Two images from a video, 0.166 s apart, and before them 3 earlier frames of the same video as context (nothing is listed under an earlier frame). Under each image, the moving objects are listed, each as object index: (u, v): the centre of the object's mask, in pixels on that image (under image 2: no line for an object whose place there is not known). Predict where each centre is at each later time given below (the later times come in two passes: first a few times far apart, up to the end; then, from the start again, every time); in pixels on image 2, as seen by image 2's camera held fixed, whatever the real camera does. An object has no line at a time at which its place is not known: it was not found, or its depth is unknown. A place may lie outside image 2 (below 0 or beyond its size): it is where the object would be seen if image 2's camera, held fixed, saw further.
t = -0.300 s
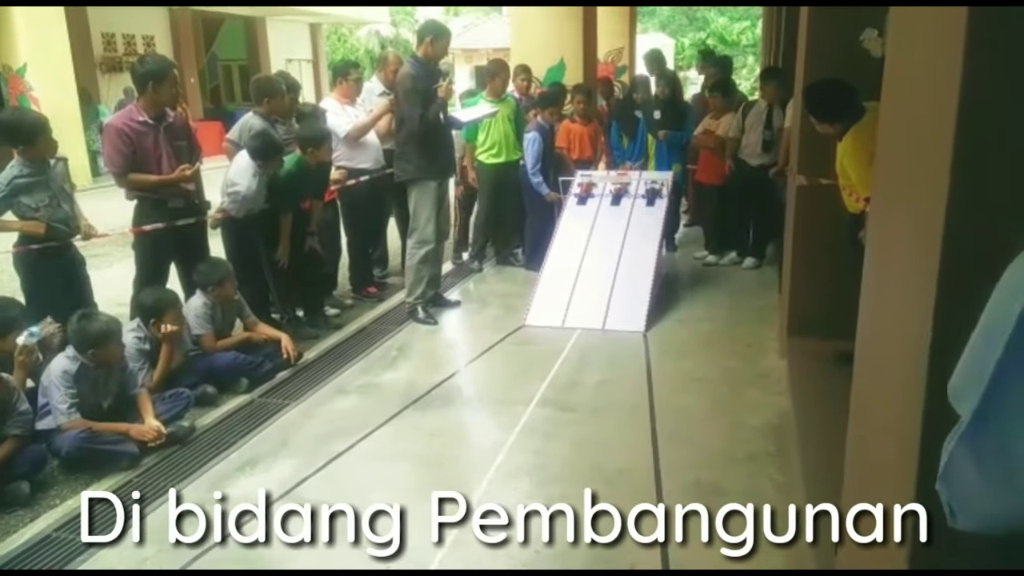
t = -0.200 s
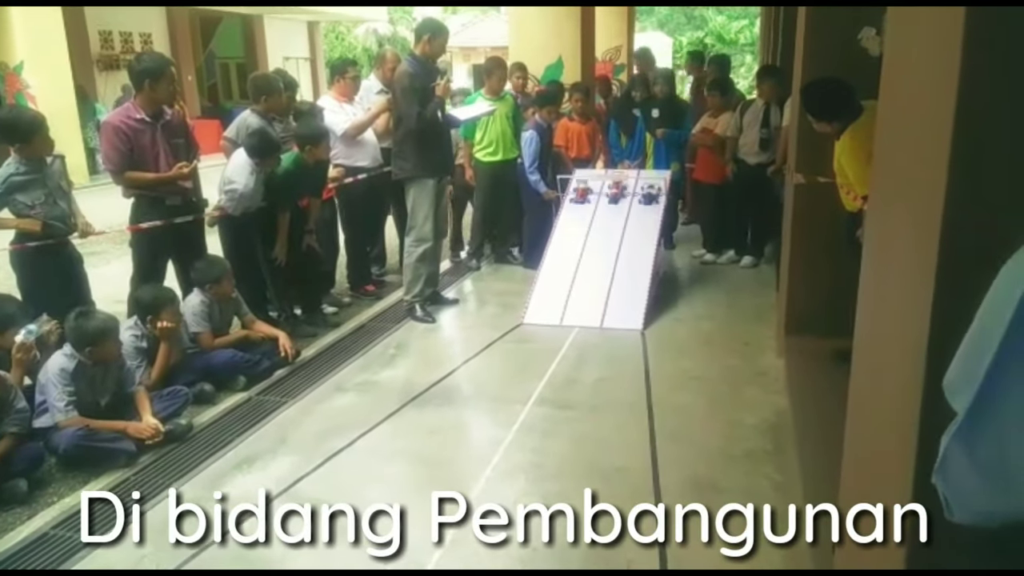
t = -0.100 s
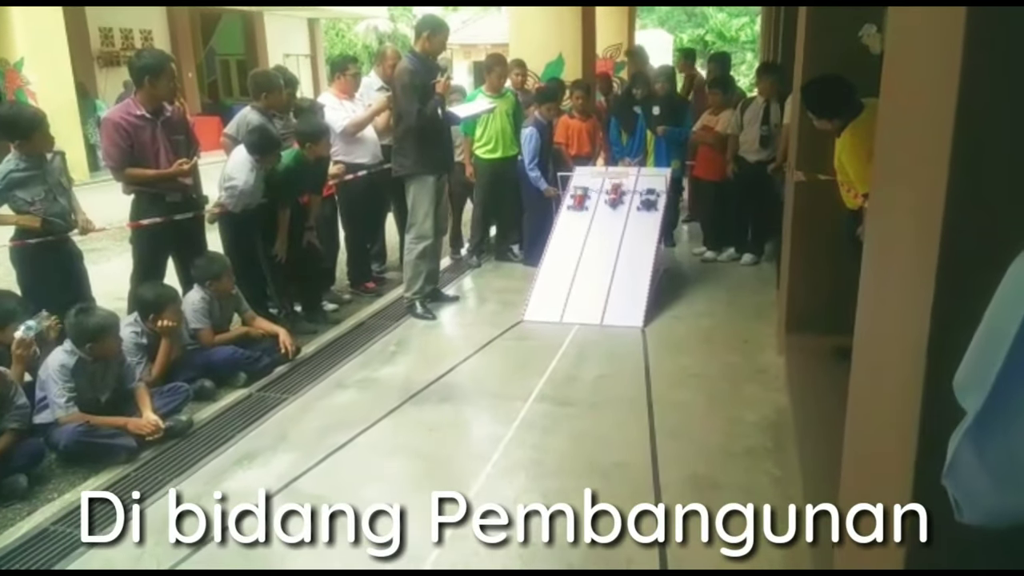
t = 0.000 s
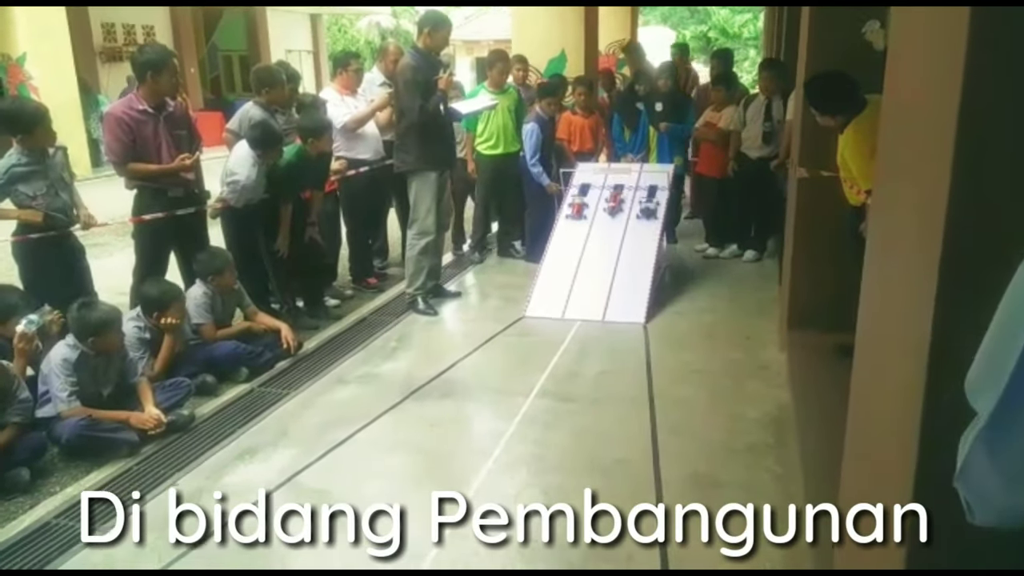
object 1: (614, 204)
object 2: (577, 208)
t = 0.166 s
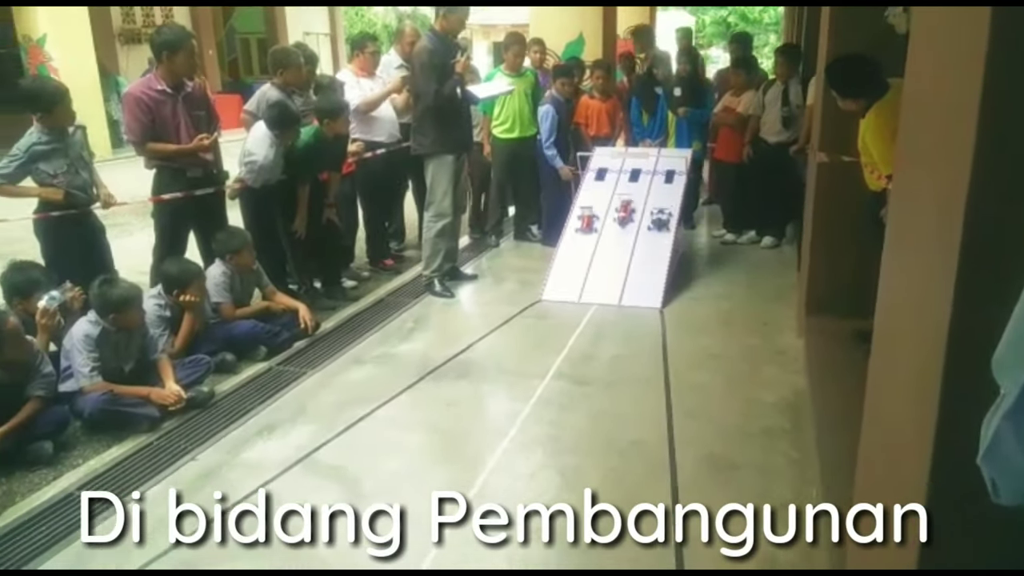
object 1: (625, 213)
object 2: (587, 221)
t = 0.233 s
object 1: (622, 226)
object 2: (585, 236)
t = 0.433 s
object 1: (608, 277)
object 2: (567, 292)
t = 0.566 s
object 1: (597, 312)
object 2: (552, 315)
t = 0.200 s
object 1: (623, 219)
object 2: (586, 229)
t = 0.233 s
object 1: (622, 226)
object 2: (585, 236)
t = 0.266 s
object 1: (620, 234)
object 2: (582, 244)
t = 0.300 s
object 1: (618, 242)
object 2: (580, 253)
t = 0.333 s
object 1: (616, 250)
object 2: (577, 262)
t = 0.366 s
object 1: (613, 259)
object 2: (574, 272)
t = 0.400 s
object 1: (611, 267)
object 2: (570, 282)
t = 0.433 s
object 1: (608, 277)
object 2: (567, 292)
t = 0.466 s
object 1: (605, 288)
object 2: (563, 299)
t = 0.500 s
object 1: (603, 298)
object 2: (560, 306)
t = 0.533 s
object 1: (600, 306)
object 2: (556, 310)
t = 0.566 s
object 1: (597, 312)
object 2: (552, 315)
